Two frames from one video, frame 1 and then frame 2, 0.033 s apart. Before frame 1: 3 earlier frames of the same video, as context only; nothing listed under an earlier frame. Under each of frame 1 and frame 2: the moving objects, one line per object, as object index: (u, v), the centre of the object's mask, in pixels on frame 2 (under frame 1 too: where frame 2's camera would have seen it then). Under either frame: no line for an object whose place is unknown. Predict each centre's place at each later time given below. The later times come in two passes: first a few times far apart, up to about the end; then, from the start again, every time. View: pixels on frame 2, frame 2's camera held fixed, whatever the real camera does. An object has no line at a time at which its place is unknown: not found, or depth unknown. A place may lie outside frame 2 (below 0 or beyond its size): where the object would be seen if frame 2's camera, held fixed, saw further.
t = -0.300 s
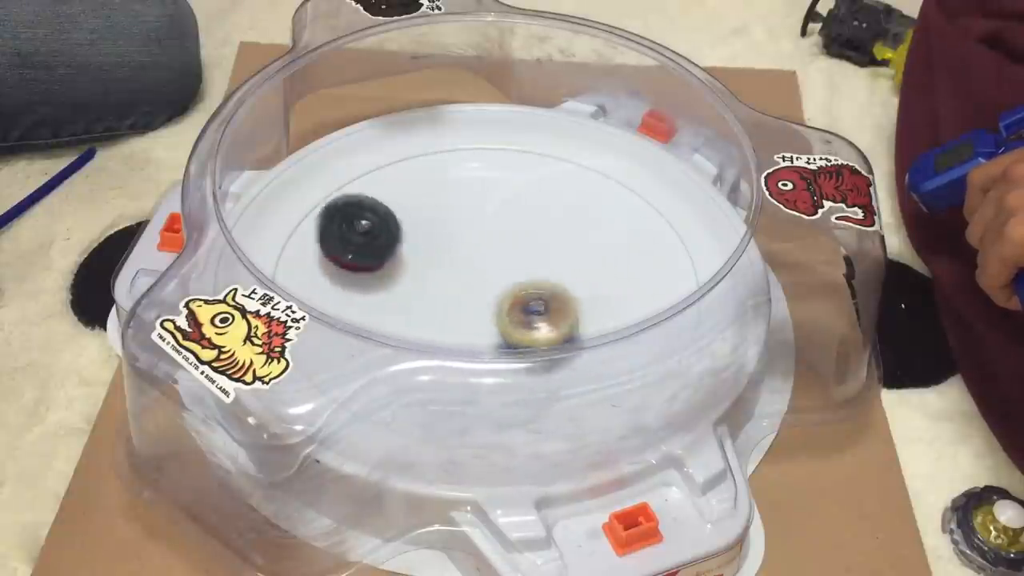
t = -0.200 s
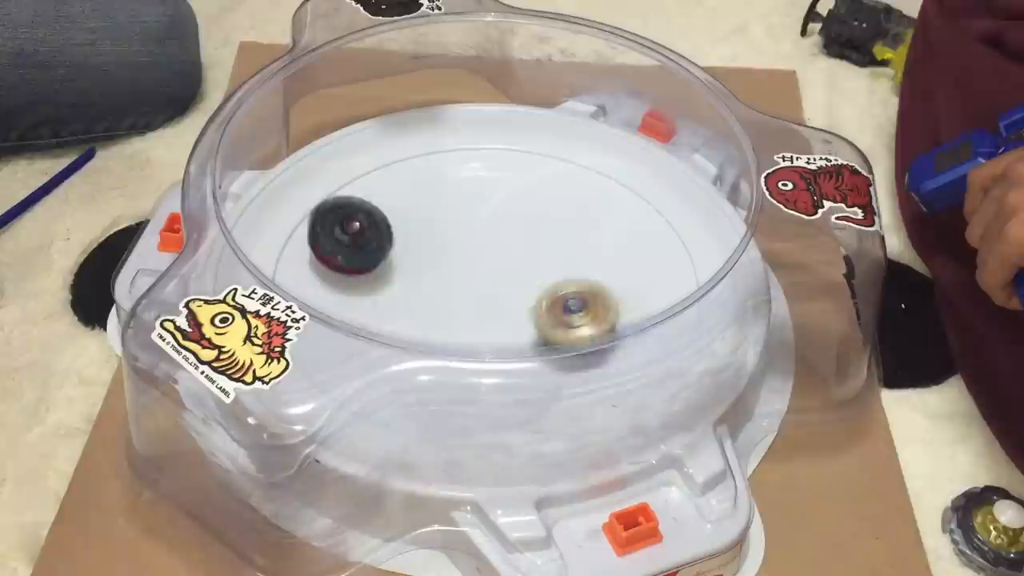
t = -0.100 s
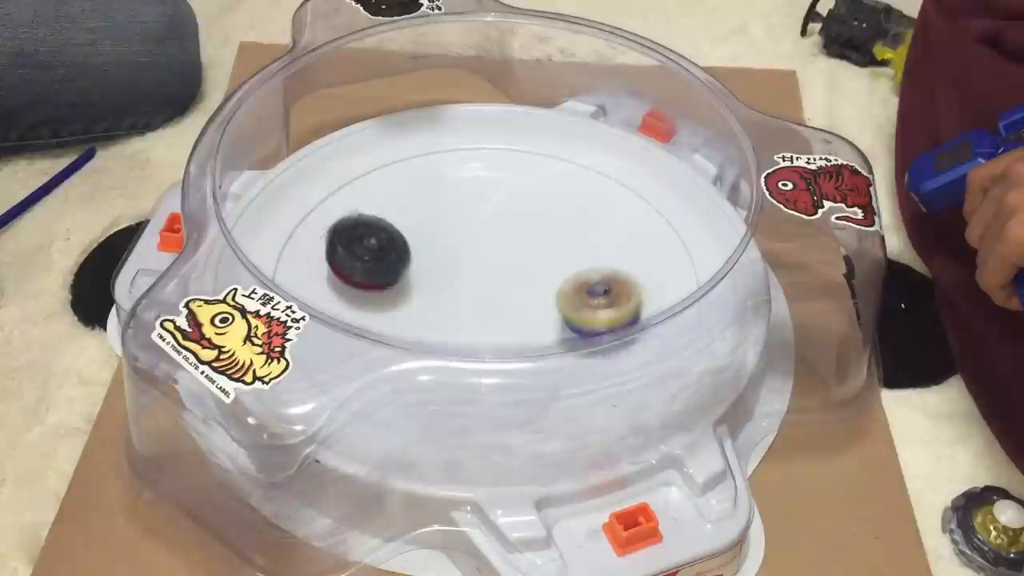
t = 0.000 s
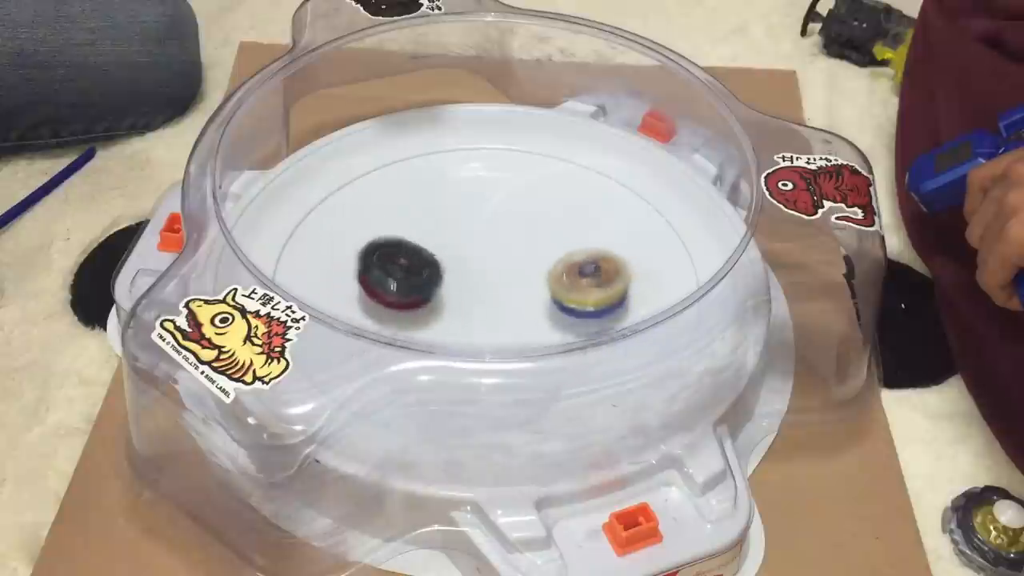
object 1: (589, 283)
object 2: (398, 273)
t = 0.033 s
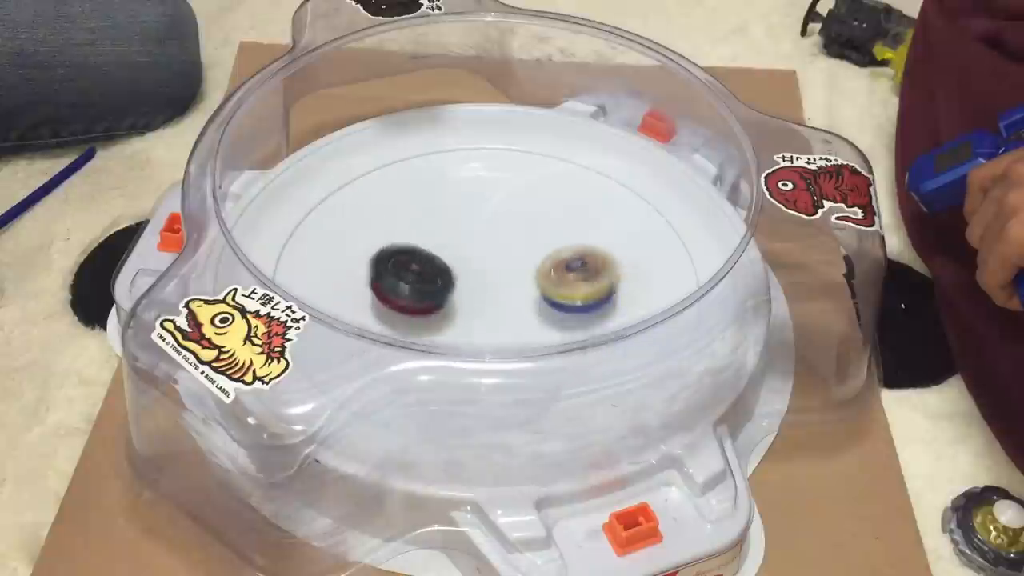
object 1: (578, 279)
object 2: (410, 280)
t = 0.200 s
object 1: (540, 254)
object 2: (448, 311)
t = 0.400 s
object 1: (527, 214)
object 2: (464, 319)
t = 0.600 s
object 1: (476, 225)
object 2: (509, 294)
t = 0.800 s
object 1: (434, 245)
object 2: (545, 285)
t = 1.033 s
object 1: (425, 286)
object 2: (527, 260)
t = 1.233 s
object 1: (473, 316)
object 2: (491, 240)
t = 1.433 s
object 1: (527, 321)
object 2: (454, 241)
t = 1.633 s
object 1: (530, 284)
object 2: (436, 264)
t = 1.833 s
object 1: (525, 248)
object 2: (437, 290)
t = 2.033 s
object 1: (490, 233)
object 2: (474, 304)
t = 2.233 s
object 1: (455, 247)
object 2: (517, 304)
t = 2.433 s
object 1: (447, 270)
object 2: (540, 282)
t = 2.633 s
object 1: (447, 285)
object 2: (534, 260)
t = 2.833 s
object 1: (447, 297)
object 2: (507, 247)
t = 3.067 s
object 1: (470, 316)
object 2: (472, 248)
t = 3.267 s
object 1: (513, 317)
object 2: (459, 265)
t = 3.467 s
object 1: (553, 314)
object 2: (453, 276)
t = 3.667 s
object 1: (553, 299)
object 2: (467, 285)
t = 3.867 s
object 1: (551, 277)
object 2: (435, 283)
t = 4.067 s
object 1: (523, 259)
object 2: (436, 284)
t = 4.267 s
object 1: (519, 246)
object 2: (449, 281)
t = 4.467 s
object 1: (523, 248)
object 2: (449, 282)
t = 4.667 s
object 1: (516, 251)
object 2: (444, 289)
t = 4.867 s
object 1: (508, 247)
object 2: (454, 295)
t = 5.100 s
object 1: (516, 242)
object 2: (459, 296)
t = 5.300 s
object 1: (522, 255)
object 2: (455, 289)
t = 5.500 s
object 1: (524, 250)
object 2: (443, 289)
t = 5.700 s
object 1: (520, 257)
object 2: (448, 285)
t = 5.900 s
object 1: (519, 253)
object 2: (438, 293)
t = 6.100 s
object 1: (519, 262)
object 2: (445, 289)
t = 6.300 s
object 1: (525, 266)
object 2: (447, 276)
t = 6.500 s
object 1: (524, 267)
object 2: (444, 271)
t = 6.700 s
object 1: (525, 267)
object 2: (448, 269)
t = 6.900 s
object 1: (528, 266)
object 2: (450, 270)
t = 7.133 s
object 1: (525, 260)
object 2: (444, 305)
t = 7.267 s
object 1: (525, 260)
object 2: (453, 309)
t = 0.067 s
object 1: (565, 275)
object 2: (423, 286)
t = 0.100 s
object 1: (551, 273)
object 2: (437, 291)
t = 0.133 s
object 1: (537, 271)
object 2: (450, 295)
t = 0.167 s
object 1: (532, 267)
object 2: (456, 301)
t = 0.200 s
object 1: (540, 254)
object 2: (448, 311)
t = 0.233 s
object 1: (545, 245)
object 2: (444, 316)
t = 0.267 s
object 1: (544, 237)
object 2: (443, 319)
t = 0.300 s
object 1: (542, 231)
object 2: (445, 321)
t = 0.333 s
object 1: (537, 225)
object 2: (449, 321)
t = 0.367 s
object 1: (533, 219)
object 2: (456, 320)
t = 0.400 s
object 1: (527, 214)
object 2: (464, 319)
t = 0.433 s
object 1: (520, 210)
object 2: (472, 318)
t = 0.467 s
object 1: (512, 209)
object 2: (481, 315)
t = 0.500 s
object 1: (501, 209)
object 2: (489, 310)
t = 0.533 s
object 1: (492, 213)
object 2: (497, 305)
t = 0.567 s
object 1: (482, 218)
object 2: (504, 300)
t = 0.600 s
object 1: (476, 225)
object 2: (509, 294)
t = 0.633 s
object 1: (470, 233)
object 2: (514, 288)
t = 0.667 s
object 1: (464, 239)
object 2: (519, 284)
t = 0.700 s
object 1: (454, 239)
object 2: (529, 286)
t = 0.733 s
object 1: (446, 239)
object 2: (537, 287)
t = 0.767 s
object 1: (439, 241)
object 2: (542, 286)
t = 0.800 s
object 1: (434, 245)
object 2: (545, 285)
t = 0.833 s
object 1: (426, 249)
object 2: (545, 282)
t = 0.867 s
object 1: (421, 255)
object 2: (545, 278)
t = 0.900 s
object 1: (416, 261)
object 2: (543, 275)
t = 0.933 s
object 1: (415, 266)
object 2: (540, 271)
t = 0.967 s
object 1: (417, 274)
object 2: (537, 267)
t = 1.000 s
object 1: (420, 280)
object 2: (532, 263)
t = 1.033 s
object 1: (425, 286)
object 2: (527, 260)
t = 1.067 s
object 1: (434, 292)
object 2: (522, 257)
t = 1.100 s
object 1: (440, 296)
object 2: (515, 255)
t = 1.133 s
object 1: (449, 299)
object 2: (510, 252)
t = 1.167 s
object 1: (458, 307)
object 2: (504, 247)
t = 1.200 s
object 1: (465, 312)
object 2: (497, 242)
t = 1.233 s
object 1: (473, 316)
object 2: (491, 240)
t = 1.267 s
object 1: (481, 319)
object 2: (485, 238)
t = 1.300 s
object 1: (490, 322)
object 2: (478, 237)
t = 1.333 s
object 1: (500, 323)
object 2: (472, 237)
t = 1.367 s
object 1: (509, 324)
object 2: (465, 237)
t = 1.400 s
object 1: (520, 323)
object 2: (460, 239)
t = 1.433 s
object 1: (527, 321)
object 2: (454, 241)
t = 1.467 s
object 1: (533, 316)
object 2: (449, 243)
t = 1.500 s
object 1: (538, 313)
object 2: (445, 247)
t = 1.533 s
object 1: (538, 305)
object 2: (441, 251)
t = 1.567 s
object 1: (538, 298)
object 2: (439, 255)
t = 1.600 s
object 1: (535, 291)
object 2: (437, 260)
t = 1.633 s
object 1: (530, 284)
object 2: (436, 264)
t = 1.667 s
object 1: (526, 278)
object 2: (436, 269)
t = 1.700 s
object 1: (521, 273)
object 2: (435, 274)
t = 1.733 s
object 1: (523, 266)
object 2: (432, 278)
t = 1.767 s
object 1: (524, 260)
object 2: (432, 283)
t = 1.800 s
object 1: (525, 254)
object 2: (434, 286)
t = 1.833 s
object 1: (525, 248)
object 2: (437, 290)
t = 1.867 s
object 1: (523, 242)
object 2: (442, 294)
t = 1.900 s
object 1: (518, 236)
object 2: (447, 297)
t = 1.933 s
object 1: (513, 233)
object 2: (453, 300)
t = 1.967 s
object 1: (506, 231)
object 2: (460, 302)
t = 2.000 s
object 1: (498, 231)
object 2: (467, 303)
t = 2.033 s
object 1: (490, 233)
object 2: (474, 304)
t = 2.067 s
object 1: (483, 236)
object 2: (482, 304)
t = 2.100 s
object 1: (477, 240)
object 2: (489, 303)
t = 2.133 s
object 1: (471, 243)
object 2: (496, 303)
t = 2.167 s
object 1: (466, 244)
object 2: (505, 306)
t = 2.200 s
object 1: (460, 245)
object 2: (511, 305)
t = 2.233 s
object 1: (455, 247)
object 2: (517, 304)
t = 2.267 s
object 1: (450, 248)
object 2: (521, 302)
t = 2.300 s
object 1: (448, 252)
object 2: (526, 298)
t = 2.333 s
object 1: (447, 257)
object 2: (529, 295)
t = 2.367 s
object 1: (446, 261)
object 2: (532, 290)
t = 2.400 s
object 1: (449, 267)
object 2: (534, 285)
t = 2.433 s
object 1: (447, 270)
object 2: (540, 282)
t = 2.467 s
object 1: (444, 273)
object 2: (543, 278)
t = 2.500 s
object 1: (443, 275)
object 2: (544, 274)
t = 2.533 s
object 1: (442, 278)
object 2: (543, 270)
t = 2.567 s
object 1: (442, 280)
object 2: (541, 267)
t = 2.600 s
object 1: (445, 282)
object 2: (538, 263)
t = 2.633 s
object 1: (447, 285)
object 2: (534, 260)
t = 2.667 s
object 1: (448, 286)
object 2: (529, 257)
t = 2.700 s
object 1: (448, 289)
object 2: (527, 253)
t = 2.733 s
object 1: (447, 291)
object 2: (523, 251)
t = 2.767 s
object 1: (446, 292)
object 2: (518, 249)
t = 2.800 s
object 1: (448, 294)
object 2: (512, 248)
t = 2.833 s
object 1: (447, 297)
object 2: (507, 247)
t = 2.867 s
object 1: (446, 302)
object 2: (502, 245)
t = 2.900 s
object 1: (448, 306)
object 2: (497, 245)
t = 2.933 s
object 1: (450, 309)
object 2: (492, 246)
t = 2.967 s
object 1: (454, 311)
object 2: (486, 247)
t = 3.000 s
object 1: (459, 311)
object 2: (480, 247)
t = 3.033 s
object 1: (464, 314)
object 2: (476, 247)
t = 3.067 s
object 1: (470, 316)
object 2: (472, 248)
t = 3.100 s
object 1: (476, 318)
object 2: (469, 251)
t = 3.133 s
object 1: (484, 318)
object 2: (466, 253)
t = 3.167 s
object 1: (491, 319)
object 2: (463, 255)
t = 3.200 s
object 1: (498, 319)
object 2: (462, 259)
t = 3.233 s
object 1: (505, 319)
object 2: (460, 262)
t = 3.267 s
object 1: (513, 317)
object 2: (459, 265)
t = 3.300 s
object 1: (520, 316)
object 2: (458, 269)
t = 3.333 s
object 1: (530, 316)
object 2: (455, 269)
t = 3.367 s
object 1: (538, 316)
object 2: (452, 270)
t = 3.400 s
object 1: (544, 315)
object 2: (452, 272)
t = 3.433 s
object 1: (549, 314)
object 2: (453, 274)
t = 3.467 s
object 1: (553, 314)
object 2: (453, 276)
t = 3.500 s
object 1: (557, 313)
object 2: (454, 278)
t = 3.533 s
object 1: (561, 311)
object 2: (456, 280)
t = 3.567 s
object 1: (563, 310)
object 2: (459, 282)
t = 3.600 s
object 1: (562, 307)
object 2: (461, 283)
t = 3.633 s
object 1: (558, 302)
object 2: (465, 285)
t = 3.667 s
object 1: (553, 299)
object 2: (467, 285)
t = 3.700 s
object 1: (555, 295)
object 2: (460, 285)
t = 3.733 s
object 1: (557, 291)
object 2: (451, 285)
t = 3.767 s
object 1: (559, 289)
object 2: (443, 284)
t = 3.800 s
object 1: (557, 286)
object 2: (440, 283)
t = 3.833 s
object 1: (554, 282)
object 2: (437, 282)
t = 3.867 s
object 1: (551, 277)
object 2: (435, 283)
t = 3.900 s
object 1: (549, 274)
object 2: (433, 282)
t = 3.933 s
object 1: (544, 271)
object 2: (433, 283)
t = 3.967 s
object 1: (538, 267)
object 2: (433, 283)
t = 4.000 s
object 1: (532, 263)
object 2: (434, 284)
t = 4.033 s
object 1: (527, 261)
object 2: (435, 283)
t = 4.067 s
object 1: (523, 259)
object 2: (436, 284)
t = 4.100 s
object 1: (519, 256)
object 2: (439, 283)
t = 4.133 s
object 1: (516, 253)
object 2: (441, 283)
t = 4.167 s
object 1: (515, 251)
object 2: (444, 282)
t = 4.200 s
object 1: (515, 249)
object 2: (445, 282)
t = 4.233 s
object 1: (517, 247)
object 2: (447, 281)
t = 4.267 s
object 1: (519, 246)
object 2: (449, 281)
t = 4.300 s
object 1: (520, 247)
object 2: (451, 280)
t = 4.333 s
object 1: (519, 247)
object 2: (453, 279)
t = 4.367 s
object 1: (519, 248)
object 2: (453, 279)
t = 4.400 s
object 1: (520, 249)
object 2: (453, 279)
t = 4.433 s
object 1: (521, 248)
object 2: (452, 280)
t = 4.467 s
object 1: (523, 248)
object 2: (449, 282)
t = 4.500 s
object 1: (524, 248)
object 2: (449, 283)
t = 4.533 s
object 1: (523, 250)
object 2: (449, 283)
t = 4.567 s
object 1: (521, 251)
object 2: (448, 284)
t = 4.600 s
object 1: (520, 250)
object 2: (445, 287)
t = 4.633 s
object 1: (519, 250)
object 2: (445, 289)
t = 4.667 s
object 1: (516, 251)
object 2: (444, 289)
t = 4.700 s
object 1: (512, 251)
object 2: (444, 290)
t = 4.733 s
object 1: (509, 250)
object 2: (446, 291)
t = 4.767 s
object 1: (508, 250)
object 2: (449, 292)
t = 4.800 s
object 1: (507, 249)
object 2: (452, 293)
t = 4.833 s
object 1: (507, 249)
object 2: (454, 293)
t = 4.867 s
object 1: (508, 247)
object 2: (454, 295)
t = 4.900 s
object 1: (512, 245)
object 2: (455, 295)
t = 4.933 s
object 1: (515, 245)
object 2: (458, 295)
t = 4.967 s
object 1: (515, 245)
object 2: (460, 294)
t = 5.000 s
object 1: (515, 246)
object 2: (462, 292)
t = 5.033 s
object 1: (514, 246)
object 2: (464, 291)
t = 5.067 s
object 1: (514, 244)
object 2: (461, 294)
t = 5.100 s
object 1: (516, 242)
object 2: (459, 296)
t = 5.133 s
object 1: (519, 242)
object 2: (459, 297)
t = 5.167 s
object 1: (520, 243)
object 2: (459, 296)
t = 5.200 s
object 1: (522, 245)
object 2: (460, 294)
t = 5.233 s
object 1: (523, 249)
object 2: (458, 292)
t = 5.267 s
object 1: (523, 252)
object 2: (456, 290)
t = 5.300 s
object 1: (522, 255)
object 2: (455, 289)
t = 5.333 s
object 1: (521, 255)
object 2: (449, 291)
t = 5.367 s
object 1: (522, 254)
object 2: (445, 292)
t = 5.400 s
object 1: (522, 253)
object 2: (445, 292)
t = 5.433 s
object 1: (523, 252)
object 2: (445, 291)
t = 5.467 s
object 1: (523, 250)
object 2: (444, 290)
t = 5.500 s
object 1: (524, 250)
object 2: (443, 289)
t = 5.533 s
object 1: (523, 250)
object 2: (442, 289)
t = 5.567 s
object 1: (524, 251)
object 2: (444, 289)
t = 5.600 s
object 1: (523, 253)
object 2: (445, 288)
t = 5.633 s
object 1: (523, 255)
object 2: (446, 287)
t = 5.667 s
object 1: (523, 256)
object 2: (448, 286)
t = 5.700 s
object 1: (520, 257)
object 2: (448, 285)
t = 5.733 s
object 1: (517, 258)
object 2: (448, 284)
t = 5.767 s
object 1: (516, 257)
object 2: (447, 284)
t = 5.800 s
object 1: (518, 255)
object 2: (439, 289)
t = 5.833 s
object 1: (520, 253)
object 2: (437, 292)
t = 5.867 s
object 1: (520, 253)
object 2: (437, 294)
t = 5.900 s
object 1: (519, 253)
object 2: (438, 293)
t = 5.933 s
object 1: (517, 255)
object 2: (438, 292)
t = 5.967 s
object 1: (516, 257)
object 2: (438, 292)
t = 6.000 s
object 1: (517, 258)
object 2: (438, 292)
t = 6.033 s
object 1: (517, 260)
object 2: (439, 292)
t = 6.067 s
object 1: (518, 261)
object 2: (442, 291)
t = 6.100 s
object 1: (519, 262)
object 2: (445, 289)
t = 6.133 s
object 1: (520, 263)
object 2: (446, 287)
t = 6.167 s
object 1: (521, 264)
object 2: (448, 285)
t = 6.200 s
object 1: (522, 265)
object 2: (449, 282)
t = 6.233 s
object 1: (523, 266)
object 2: (449, 279)
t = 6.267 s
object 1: (525, 265)
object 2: (447, 279)
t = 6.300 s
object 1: (525, 266)
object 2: (447, 276)
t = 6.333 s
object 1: (525, 267)
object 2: (446, 274)
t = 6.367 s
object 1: (525, 267)
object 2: (446, 273)
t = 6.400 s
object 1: (525, 267)
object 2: (445, 271)
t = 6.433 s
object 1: (524, 267)
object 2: (444, 271)
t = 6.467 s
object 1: (524, 267)
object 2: (443, 271)
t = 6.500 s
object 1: (524, 267)
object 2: (444, 271)
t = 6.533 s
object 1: (525, 267)
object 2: (445, 271)
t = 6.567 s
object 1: (525, 267)
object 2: (446, 271)
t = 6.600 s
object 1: (525, 267)
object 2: (448, 271)
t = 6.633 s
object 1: (525, 267)
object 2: (447, 270)
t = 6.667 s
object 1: (525, 267)
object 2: (447, 269)
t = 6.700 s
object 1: (525, 267)
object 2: (448, 269)
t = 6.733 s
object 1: (526, 267)
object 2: (449, 268)
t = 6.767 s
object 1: (527, 267)
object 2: (446, 268)
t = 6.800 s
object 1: (527, 267)
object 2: (445, 269)
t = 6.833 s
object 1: (527, 267)
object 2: (446, 270)
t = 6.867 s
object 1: (528, 267)
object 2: (449, 270)
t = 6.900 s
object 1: (528, 266)
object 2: (450, 270)
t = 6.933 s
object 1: (528, 264)
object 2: (452, 274)
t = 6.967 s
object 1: (529, 261)
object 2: (453, 281)
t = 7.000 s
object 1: (528, 259)
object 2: (451, 289)
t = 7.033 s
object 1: (527, 258)
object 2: (448, 294)
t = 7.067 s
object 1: (526, 259)
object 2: (445, 299)
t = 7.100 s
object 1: (525, 259)
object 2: (444, 302)
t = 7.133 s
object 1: (525, 260)
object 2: (444, 305)
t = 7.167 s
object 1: (525, 260)
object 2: (445, 307)
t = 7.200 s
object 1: (525, 260)
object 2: (447, 308)
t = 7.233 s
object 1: (525, 260)
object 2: (449, 309)
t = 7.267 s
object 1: (525, 260)
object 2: (453, 309)
